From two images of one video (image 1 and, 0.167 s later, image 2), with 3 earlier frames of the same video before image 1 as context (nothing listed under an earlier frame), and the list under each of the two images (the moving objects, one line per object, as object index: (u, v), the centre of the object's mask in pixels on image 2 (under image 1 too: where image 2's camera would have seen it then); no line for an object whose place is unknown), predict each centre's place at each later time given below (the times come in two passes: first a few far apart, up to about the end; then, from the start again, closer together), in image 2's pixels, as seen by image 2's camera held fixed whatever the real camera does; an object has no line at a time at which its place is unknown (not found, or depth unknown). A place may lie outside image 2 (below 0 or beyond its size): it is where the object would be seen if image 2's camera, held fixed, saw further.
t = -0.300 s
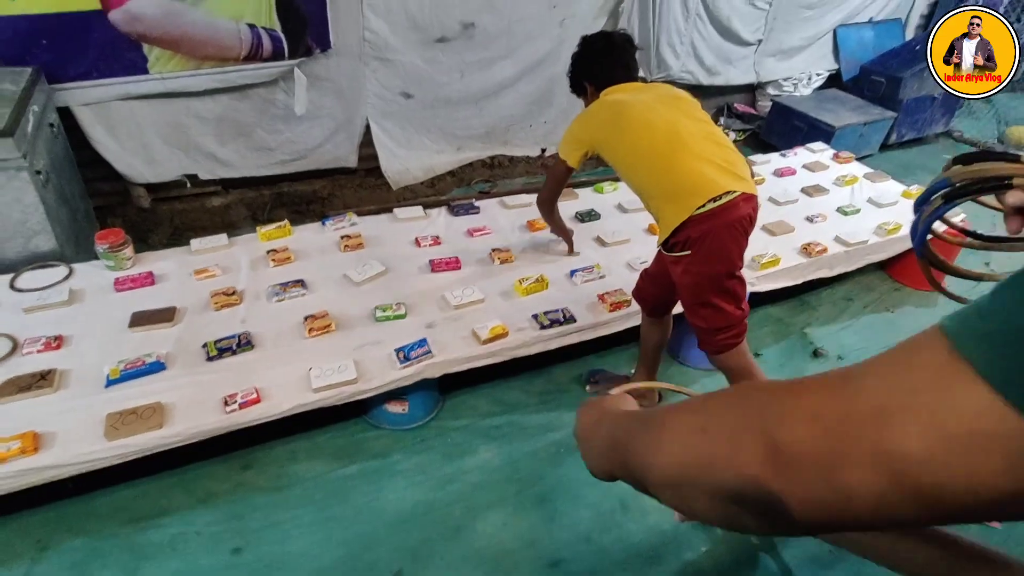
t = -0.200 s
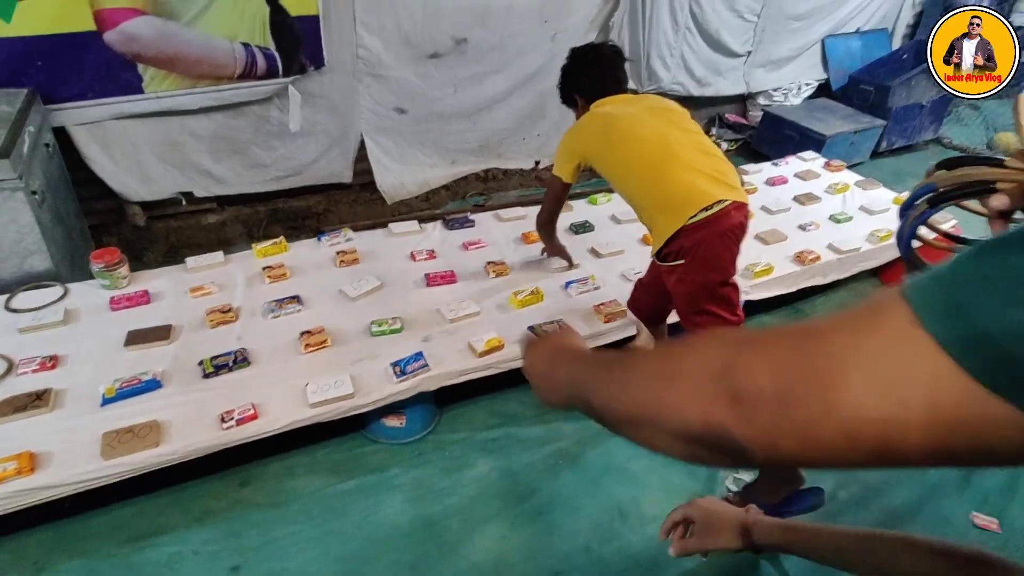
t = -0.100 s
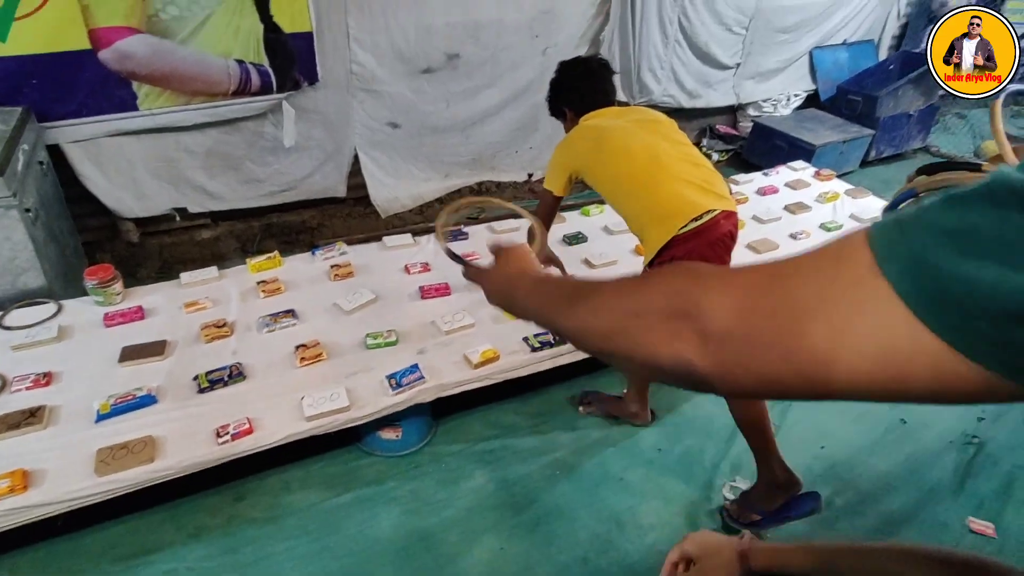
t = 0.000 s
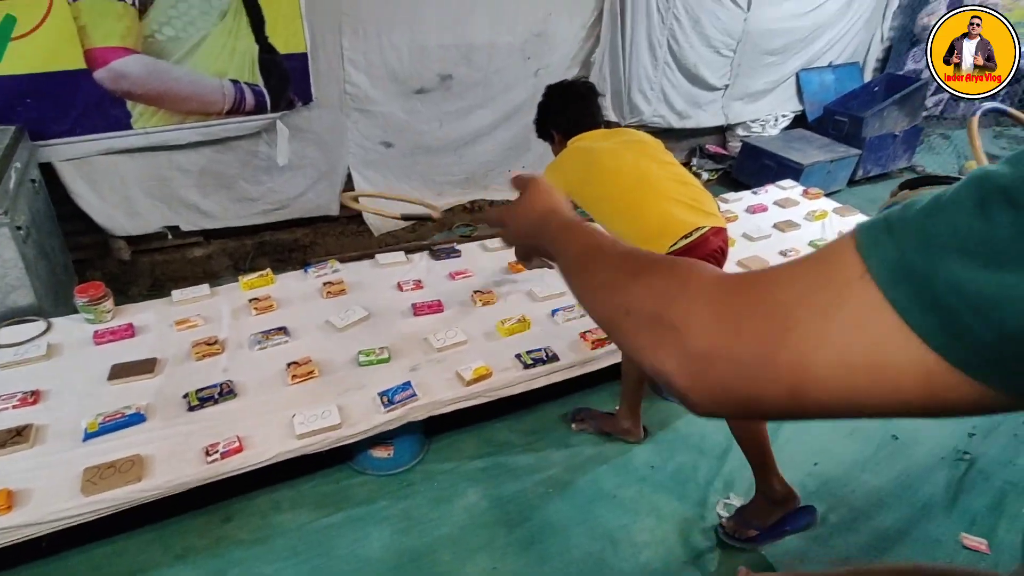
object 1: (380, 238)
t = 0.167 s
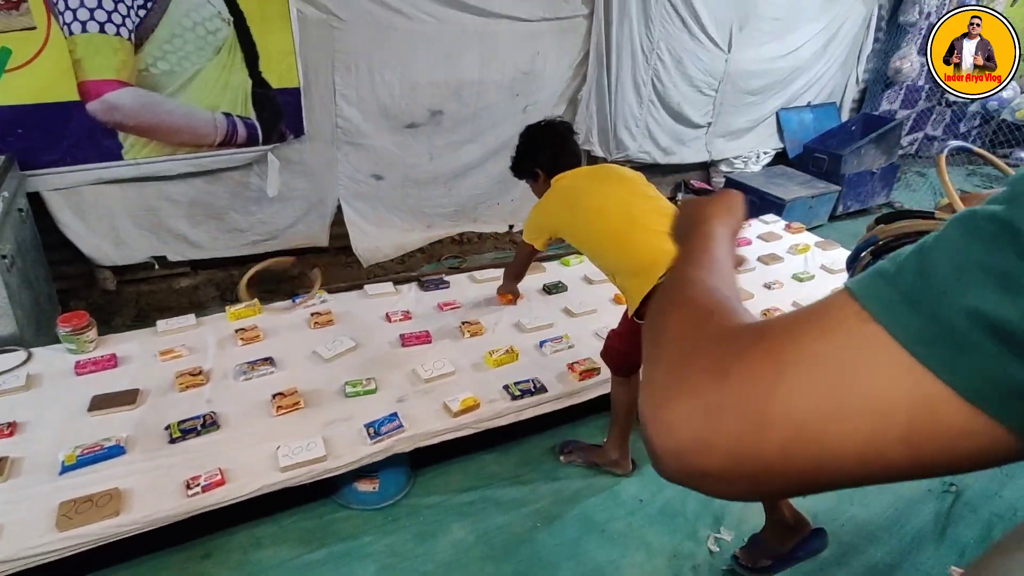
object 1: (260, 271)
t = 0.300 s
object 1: (235, 382)
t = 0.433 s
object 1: (237, 380)
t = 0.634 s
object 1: (189, 380)
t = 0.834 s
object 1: (166, 398)
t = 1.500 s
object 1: (151, 412)
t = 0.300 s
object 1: (235, 382)
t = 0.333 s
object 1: (233, 399)
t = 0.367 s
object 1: (225, 405)
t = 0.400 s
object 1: (228, 412)
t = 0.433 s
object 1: (237, 380)
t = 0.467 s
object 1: (211, 375)
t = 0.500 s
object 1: (206, 372)
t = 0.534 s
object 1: (202, 372)
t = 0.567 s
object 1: (199, 372)
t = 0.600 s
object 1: (198, 371)
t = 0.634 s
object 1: (189, 380)
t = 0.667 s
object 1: (186, 386)
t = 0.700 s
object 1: (182, 388)
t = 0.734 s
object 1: (183, 402)
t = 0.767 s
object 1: (180, 400)
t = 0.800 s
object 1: (175, 399)
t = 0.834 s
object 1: (166, 398)
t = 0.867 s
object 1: (158, 398)
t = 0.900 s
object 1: (150, 403)
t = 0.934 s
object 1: (144, 405)
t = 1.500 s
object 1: (151, 412)
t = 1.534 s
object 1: (153, 411)
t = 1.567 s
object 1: (151, 411)
